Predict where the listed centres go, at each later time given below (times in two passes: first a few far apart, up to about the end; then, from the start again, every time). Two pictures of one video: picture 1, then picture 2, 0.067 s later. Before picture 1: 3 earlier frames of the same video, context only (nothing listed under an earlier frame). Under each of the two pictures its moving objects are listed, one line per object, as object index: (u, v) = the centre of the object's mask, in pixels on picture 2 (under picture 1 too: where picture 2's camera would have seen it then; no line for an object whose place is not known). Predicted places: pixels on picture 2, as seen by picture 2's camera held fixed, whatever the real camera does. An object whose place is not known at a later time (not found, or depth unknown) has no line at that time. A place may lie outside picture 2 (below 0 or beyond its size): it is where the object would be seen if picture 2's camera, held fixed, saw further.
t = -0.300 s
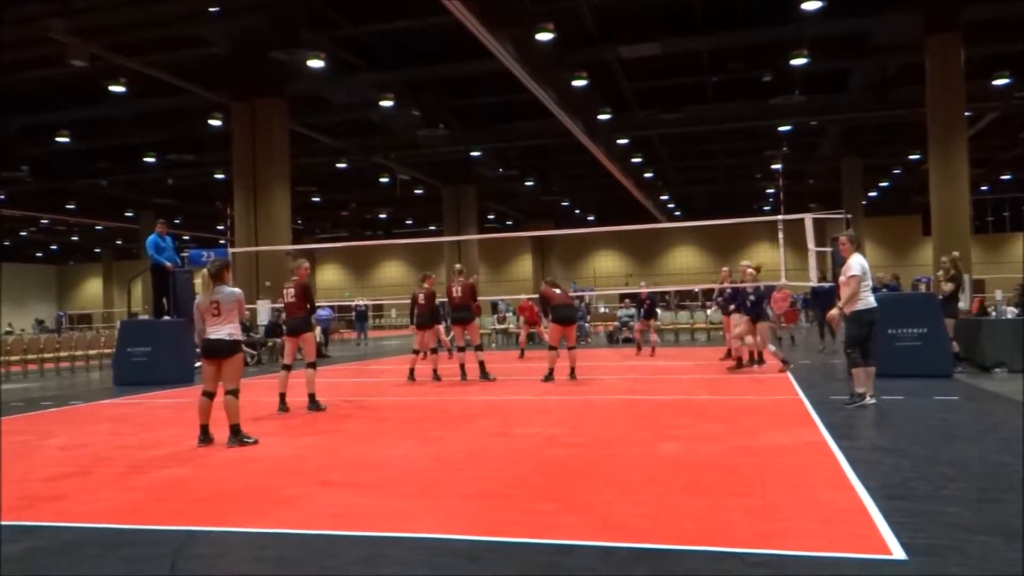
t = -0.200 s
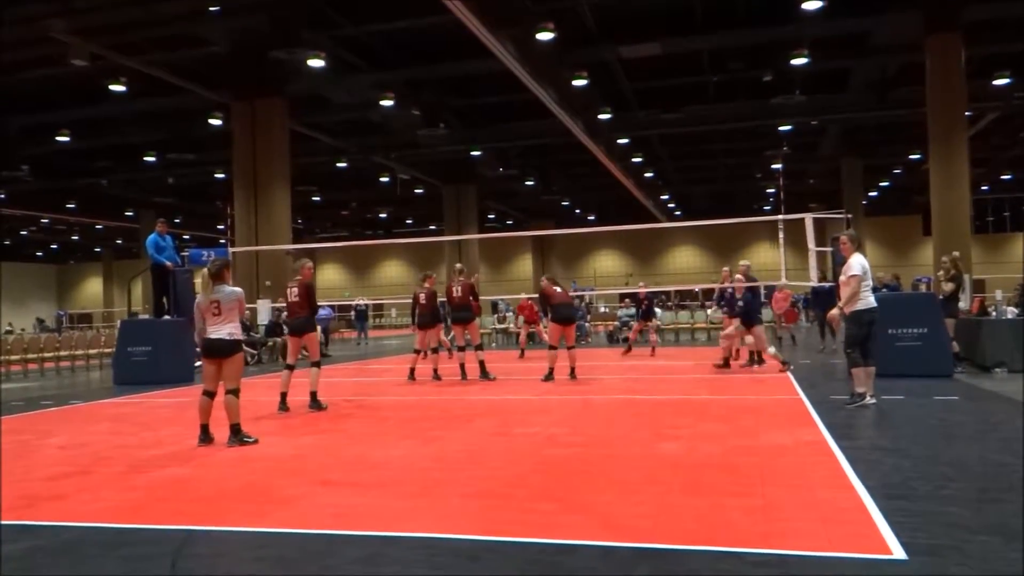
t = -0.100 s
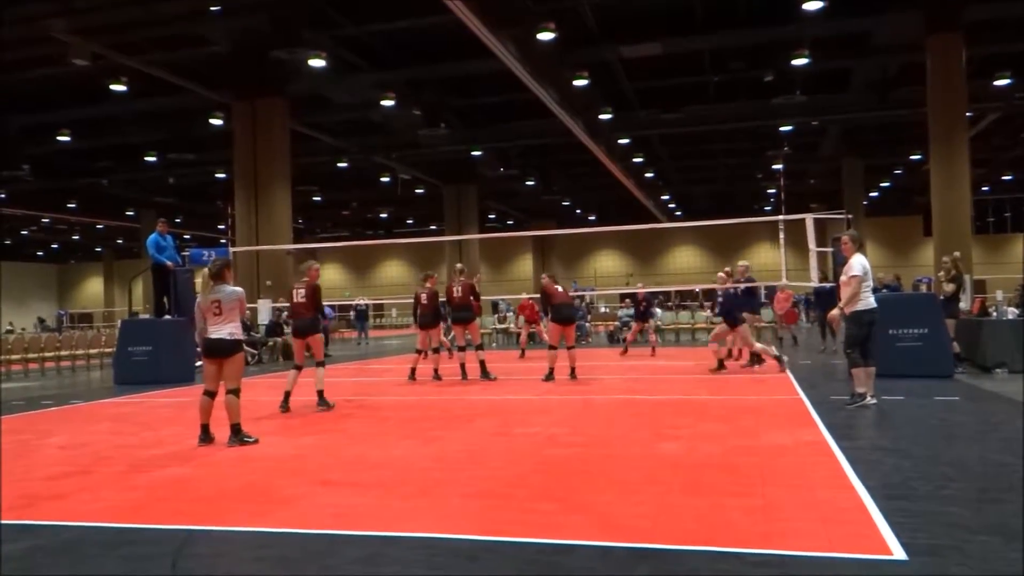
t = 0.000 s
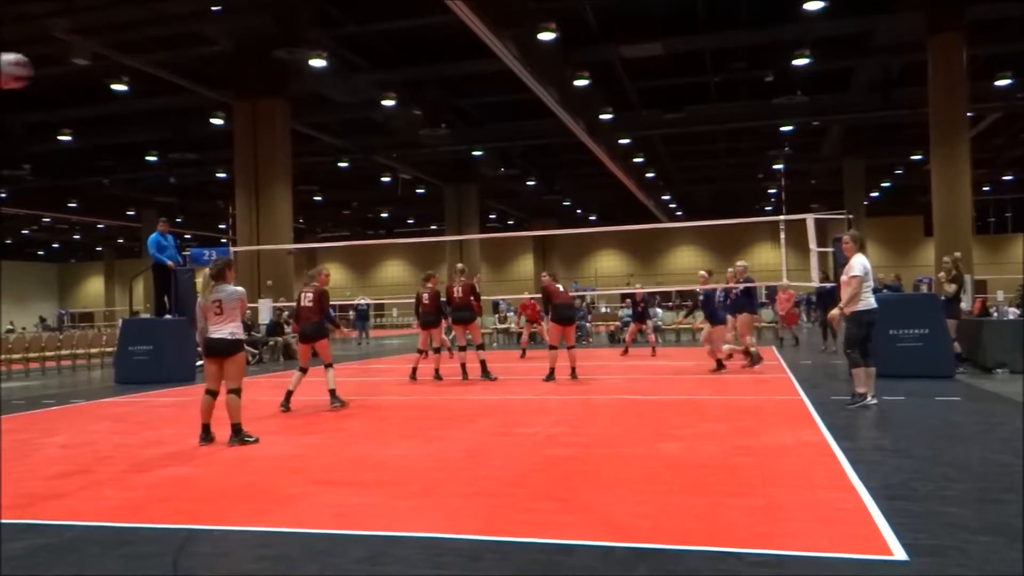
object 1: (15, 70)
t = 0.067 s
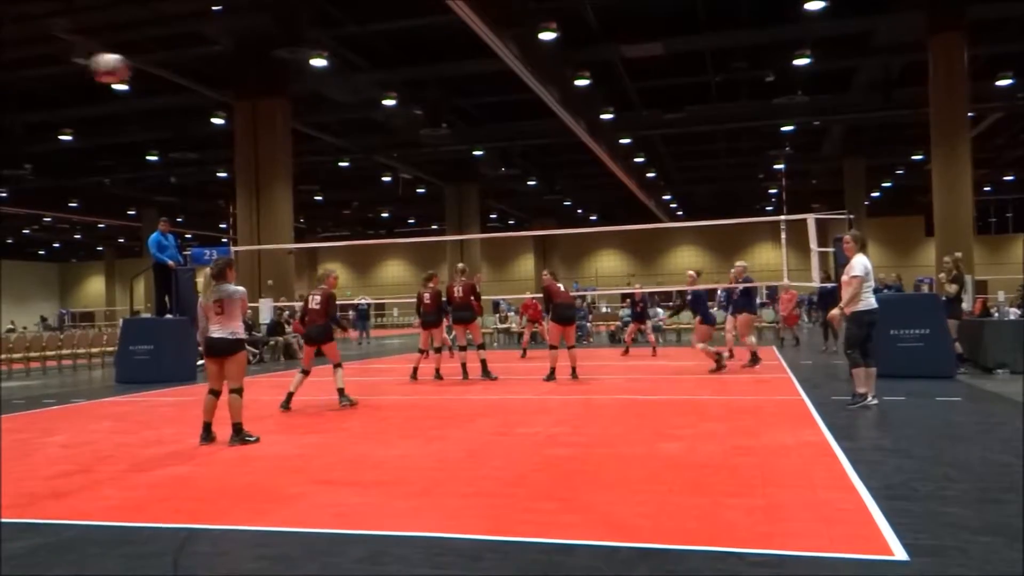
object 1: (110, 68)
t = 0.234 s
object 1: (269, 84)
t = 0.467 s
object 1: (385, 126)
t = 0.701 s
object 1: (452, 177)
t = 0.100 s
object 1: (150, 70)
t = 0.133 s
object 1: (186, 73)
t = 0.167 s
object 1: (217, 76)
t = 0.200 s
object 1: (244, 80)
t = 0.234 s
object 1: (269, 84)
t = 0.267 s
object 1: (290, 89)
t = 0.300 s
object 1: (310, 94)
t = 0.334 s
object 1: (327, 100)
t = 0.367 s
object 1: (343, 106)
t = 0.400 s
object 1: (359, 113)
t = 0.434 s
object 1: (372, 119)
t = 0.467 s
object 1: (385, 126)
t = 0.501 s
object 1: (397, 133)
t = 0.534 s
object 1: (408, 139)
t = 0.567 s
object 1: (418, 146)
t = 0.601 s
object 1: (427, 153)
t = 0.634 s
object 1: (436, 161)
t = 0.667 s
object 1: (444, 169)
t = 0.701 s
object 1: (452, 177)
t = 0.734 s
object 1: (460, 185)
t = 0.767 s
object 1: (467, 193)
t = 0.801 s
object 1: (473, 202)
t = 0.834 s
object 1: (480, 211)
